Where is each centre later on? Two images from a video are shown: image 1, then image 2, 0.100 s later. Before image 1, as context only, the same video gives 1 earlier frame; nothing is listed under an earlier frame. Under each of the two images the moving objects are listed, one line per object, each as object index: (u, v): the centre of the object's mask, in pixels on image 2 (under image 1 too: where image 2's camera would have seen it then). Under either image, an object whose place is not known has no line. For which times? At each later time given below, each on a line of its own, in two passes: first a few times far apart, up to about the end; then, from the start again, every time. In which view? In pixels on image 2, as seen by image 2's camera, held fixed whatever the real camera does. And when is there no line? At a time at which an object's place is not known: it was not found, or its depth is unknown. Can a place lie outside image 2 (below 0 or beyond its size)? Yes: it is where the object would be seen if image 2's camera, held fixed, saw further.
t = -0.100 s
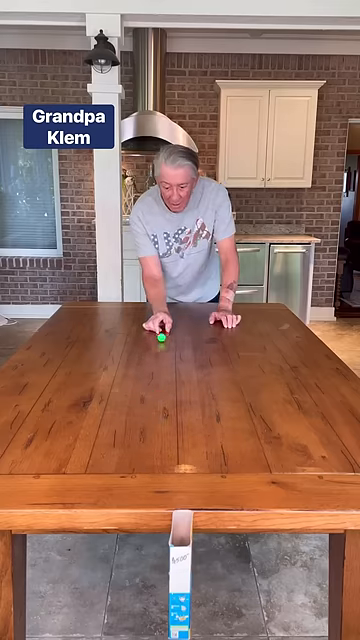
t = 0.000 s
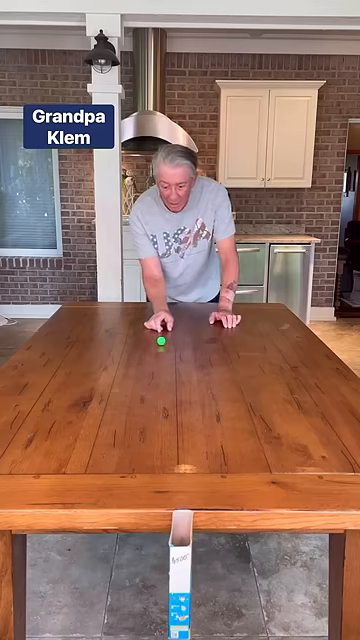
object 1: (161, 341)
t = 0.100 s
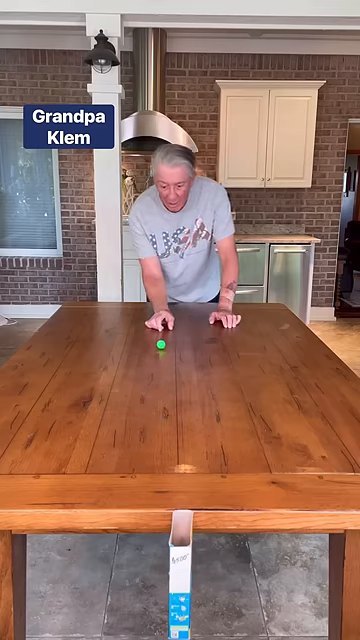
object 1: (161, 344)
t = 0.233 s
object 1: (161, 349)
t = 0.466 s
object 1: (161, 358)
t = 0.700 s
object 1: (160, 367)
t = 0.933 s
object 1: (160, 377)
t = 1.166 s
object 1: (160, 386)
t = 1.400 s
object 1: (161, 396)
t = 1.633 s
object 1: (163, 406)
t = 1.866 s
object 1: (165, 417)
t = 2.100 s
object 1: (168, 429)
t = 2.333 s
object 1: (170, 441)
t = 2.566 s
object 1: (172, 455)
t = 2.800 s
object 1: (173, 469)
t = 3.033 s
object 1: (174, 484)
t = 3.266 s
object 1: (174, 501)
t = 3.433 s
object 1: (183, 526)
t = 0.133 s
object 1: (160, 345)
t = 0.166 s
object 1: (161, 347)
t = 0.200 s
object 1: (160, 348)
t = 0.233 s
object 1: (161, 349)
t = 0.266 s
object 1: (161, 350)
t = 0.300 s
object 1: (161, 351)
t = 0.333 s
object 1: (161, 353)
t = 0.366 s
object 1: (161, 354)
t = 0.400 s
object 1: (161, 355)
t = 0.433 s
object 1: (161, 357)
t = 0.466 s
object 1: (161, 358)
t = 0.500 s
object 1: (160, 359)
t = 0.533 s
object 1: (160, 361)
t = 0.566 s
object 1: (160, 362)
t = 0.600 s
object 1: (160, 363)
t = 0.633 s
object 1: (160, 365)
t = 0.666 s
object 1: (160, 366)
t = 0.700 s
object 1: (160, 367)
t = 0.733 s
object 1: (160, 368)
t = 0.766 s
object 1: (160, 370)
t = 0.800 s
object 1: (160, 371)
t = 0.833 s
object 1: (160, 372)
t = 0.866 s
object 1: (160, 374)
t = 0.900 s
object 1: (160, 375)
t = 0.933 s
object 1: (160, 377)
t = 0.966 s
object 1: (160, 378)
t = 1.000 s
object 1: (160, 379)
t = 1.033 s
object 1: (160, 381)
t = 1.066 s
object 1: (160, 382)
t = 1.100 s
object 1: (160, 383)
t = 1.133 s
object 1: (160, 384)
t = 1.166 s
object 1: (160, 386)
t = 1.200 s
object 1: (161, 387)
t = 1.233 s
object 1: (161, 389)
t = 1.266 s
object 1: (161, 390)
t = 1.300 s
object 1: (161, 392)
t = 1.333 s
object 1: (161, 393)
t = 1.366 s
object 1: (161, 395)
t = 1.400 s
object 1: (161, 396)
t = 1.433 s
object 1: (161, 397)
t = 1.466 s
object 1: (162, 399)
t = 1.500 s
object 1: (162, 400)
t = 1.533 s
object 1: (162, 402)
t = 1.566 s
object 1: (162, 403)
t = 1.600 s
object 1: (163, 405)
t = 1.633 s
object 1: (163, 406)
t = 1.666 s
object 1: (163, 408)
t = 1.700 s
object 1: (164, 409)
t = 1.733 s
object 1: (164, 411)
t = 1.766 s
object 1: (164, 413)
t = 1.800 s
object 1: (165, 414)
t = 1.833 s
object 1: (165, 416)
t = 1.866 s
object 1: (165, 417)
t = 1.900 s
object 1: (166, 419)
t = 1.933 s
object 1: (166, 421)
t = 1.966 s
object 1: (166, 422)
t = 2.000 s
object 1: (167, 424)
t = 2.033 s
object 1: (167, 425)
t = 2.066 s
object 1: (167, 427)
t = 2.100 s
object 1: (168, 429)
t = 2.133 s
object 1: (168, 431)
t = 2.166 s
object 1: (168, 432)
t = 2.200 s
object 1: (169, 434)
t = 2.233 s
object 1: (169, 436)
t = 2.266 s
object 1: (169, 438)
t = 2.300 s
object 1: (170, 439)
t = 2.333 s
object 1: (170, 441)
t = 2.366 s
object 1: (170, 443)
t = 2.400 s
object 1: (170, 445)
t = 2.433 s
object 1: (171, 447)
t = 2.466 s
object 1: (171, 449)
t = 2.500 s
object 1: (171, 451)
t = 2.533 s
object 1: (171, 453)
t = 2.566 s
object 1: (172, 455)
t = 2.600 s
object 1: (172, 457)
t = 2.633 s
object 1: (173, 458)
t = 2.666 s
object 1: (173, 461)
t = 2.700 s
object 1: (173, 463)
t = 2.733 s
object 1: (173, 465)
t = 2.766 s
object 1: (173, 467)
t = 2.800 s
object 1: (173, 469)
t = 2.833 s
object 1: (173, 471)
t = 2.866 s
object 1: (174, 473)
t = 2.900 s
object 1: (174, 475)
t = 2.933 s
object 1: (174, 477)
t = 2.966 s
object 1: (174, 480)
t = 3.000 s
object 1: (174, 482)
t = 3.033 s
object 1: (174, 484)
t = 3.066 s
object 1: (175, 486)
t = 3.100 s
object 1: (175, 488)
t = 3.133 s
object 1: (175, 491)
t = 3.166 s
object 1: (174, 493)
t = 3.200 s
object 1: (174, 496)
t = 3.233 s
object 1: (174, 498)
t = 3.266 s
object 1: (174, 501)
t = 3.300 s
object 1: (174, 504)
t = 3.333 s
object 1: (174, 508)
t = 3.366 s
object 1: (176, 511)
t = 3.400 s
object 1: (179, 517)
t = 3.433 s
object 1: (183, 526)
